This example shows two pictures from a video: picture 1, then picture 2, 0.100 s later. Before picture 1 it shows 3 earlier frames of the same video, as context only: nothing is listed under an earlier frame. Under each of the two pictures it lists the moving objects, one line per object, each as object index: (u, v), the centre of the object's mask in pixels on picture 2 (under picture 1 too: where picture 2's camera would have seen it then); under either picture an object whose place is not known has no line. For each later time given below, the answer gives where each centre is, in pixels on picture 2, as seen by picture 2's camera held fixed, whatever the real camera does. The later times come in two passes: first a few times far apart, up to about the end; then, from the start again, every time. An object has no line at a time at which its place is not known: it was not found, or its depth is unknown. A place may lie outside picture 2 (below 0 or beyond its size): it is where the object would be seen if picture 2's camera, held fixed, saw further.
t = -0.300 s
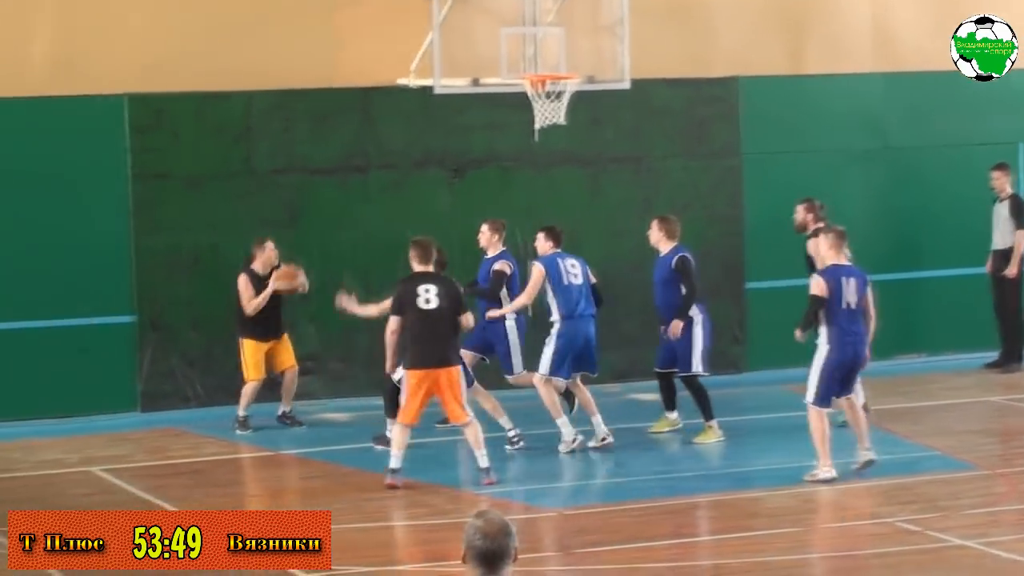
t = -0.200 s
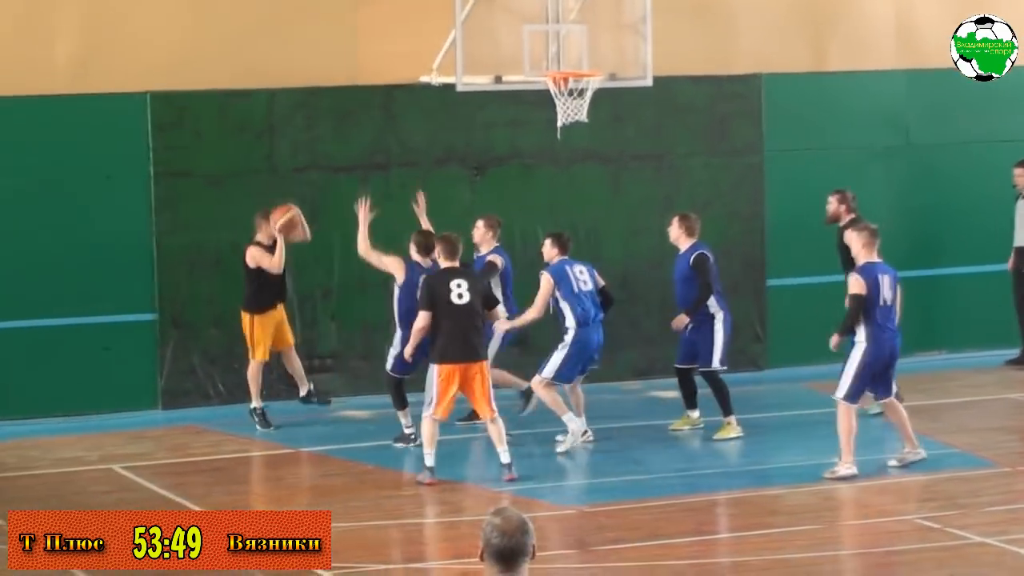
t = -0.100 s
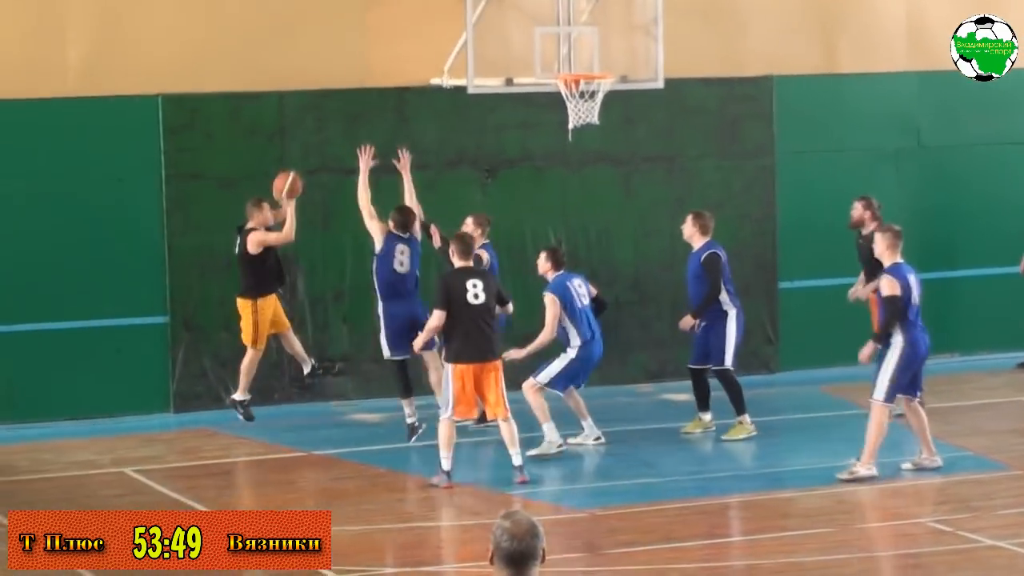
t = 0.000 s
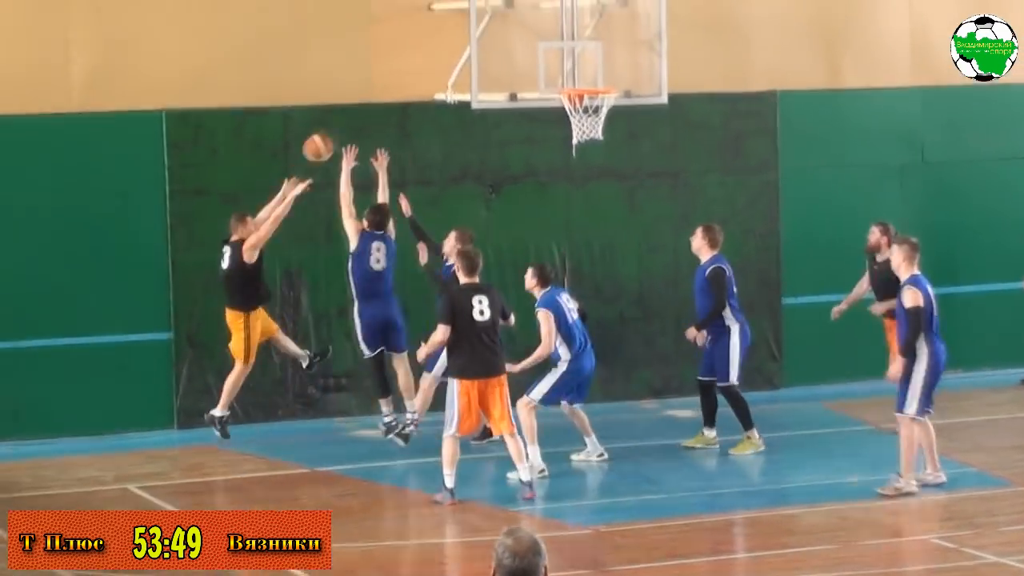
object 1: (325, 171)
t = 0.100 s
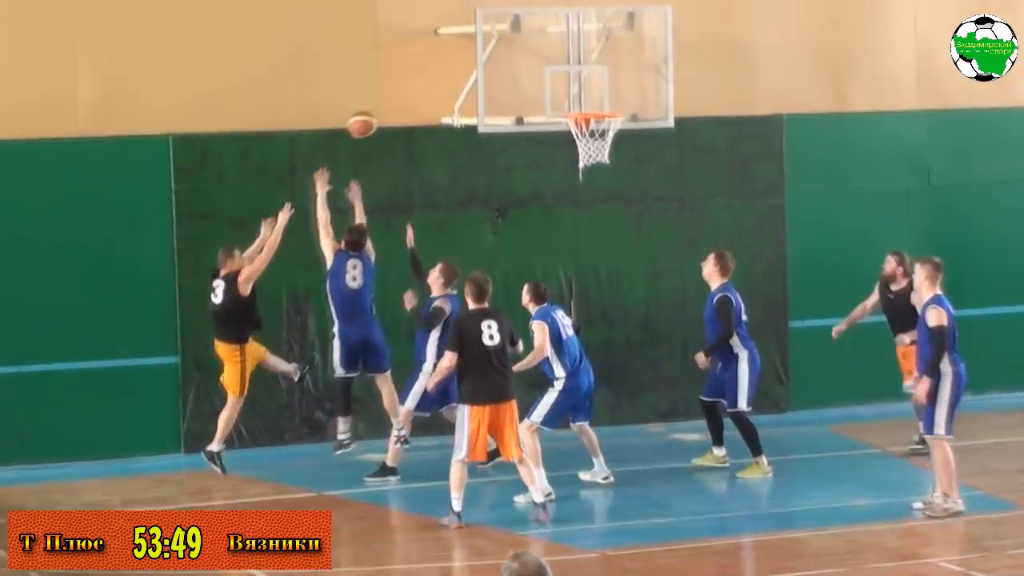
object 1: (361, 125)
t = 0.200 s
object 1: (400, 90)
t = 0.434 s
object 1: (490, 51)
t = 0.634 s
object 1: (566, 70)
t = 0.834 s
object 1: (610, 91)
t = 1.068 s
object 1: (605, 91)
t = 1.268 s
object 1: (619, 101)
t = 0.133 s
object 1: (376, 111)
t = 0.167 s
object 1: (388, 100)
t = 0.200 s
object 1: (400, 90)
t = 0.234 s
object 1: (414, 79)
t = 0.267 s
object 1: (426, 71)
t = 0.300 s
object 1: (437, 65)
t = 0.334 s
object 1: (451, 60)
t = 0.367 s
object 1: (462, 56)
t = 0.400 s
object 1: (475, 53)
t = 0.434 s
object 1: (490, 51)
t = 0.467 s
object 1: (501, 51)
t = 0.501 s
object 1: (513, 51)
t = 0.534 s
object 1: (528, 55)
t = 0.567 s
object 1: (539, 58)
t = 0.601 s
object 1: (551, 63)
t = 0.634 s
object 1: (566, 70)
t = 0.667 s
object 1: (578, 78)
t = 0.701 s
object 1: (589, 86)
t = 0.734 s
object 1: (604, 98)
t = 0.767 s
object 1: (611, 102)
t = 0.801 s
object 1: (611, 97)
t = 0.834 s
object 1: (610, 91)
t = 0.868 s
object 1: (609, 88)
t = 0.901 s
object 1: (608, 86)
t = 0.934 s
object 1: (607, 84)
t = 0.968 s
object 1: (606, 84)
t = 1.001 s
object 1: (606, 85)
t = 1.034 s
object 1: (605, 87)
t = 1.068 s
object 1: (605, 91)
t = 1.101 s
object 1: (605, 97)
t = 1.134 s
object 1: (605, 100)
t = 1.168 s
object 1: (609, 101)
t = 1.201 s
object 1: (611, 100)
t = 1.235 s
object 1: (616, 100)
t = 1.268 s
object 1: (619, 101)
